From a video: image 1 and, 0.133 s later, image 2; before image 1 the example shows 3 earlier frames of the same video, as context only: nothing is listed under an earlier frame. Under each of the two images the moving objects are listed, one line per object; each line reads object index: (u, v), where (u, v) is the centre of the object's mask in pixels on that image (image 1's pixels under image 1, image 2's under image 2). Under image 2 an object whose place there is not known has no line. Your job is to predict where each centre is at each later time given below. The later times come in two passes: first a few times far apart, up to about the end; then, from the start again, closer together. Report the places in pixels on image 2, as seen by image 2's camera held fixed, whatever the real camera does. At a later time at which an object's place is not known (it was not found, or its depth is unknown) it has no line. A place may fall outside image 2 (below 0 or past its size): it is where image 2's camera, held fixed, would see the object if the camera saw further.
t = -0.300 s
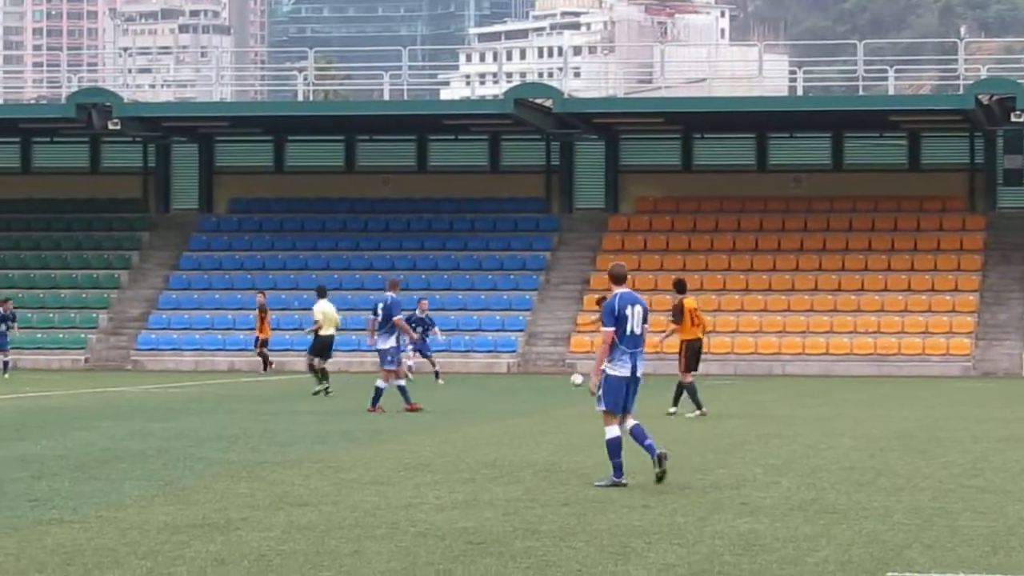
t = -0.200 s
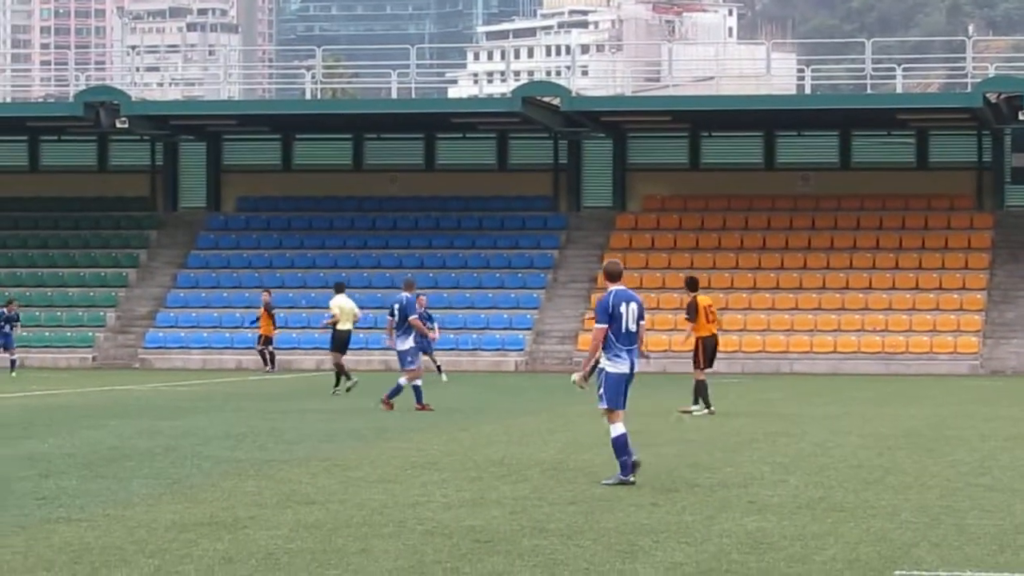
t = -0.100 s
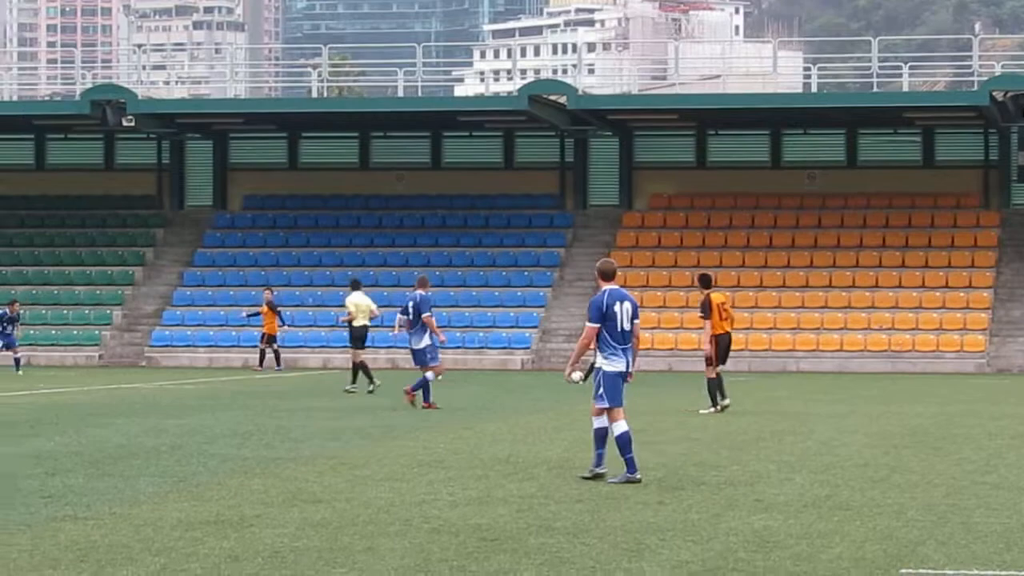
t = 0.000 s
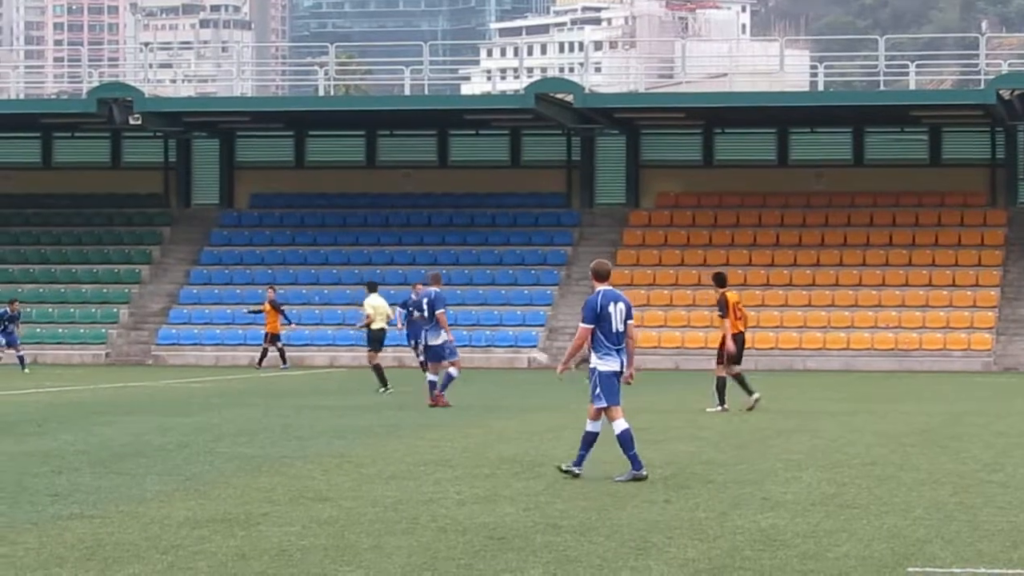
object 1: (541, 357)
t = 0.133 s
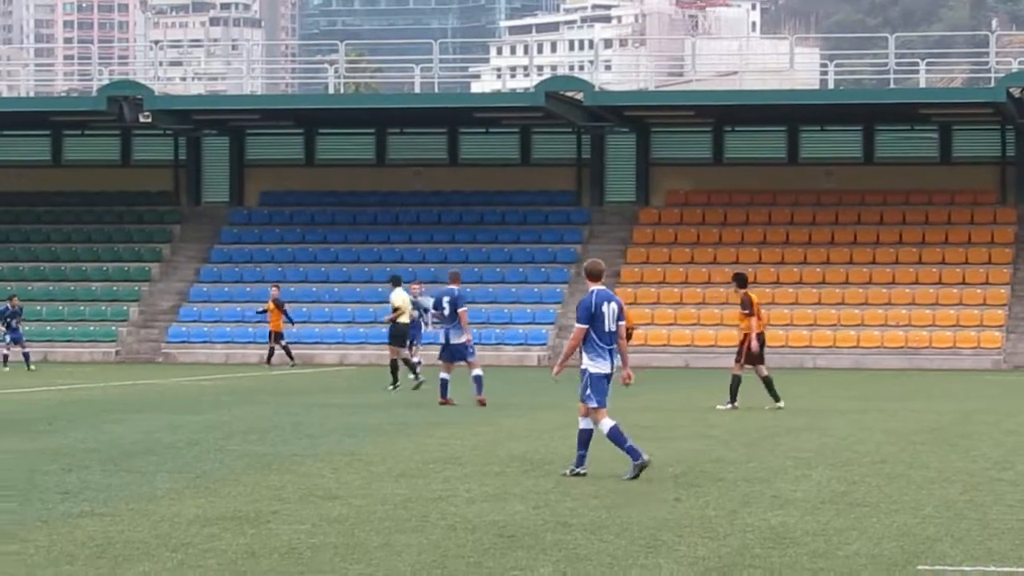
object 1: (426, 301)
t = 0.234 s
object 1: (340, 267)
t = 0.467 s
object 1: (142, 195)
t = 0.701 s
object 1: (-84, 139)
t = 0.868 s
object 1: (-252, 110)
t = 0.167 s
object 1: (392, 288)
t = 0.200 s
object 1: (369, 277)
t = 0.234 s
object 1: (340, 267)
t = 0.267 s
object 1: (312, 255)
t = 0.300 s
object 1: (287, 245)
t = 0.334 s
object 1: (260, 234)
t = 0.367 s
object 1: (230, 224)
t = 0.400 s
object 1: (200, 214)
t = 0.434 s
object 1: (170, 204)
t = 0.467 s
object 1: (142, 195)
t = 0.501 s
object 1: (111, 186)
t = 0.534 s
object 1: (79, 177)
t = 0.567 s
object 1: (47, 169)
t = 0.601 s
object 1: (15, 161)
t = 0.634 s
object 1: (-17, 153)
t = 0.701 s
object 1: (-84, 139)
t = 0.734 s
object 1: (-116, 132)
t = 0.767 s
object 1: (-151, 126)
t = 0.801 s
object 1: (-184, 120)
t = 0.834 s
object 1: (-218, 115)
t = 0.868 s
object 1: (-252, 110)
